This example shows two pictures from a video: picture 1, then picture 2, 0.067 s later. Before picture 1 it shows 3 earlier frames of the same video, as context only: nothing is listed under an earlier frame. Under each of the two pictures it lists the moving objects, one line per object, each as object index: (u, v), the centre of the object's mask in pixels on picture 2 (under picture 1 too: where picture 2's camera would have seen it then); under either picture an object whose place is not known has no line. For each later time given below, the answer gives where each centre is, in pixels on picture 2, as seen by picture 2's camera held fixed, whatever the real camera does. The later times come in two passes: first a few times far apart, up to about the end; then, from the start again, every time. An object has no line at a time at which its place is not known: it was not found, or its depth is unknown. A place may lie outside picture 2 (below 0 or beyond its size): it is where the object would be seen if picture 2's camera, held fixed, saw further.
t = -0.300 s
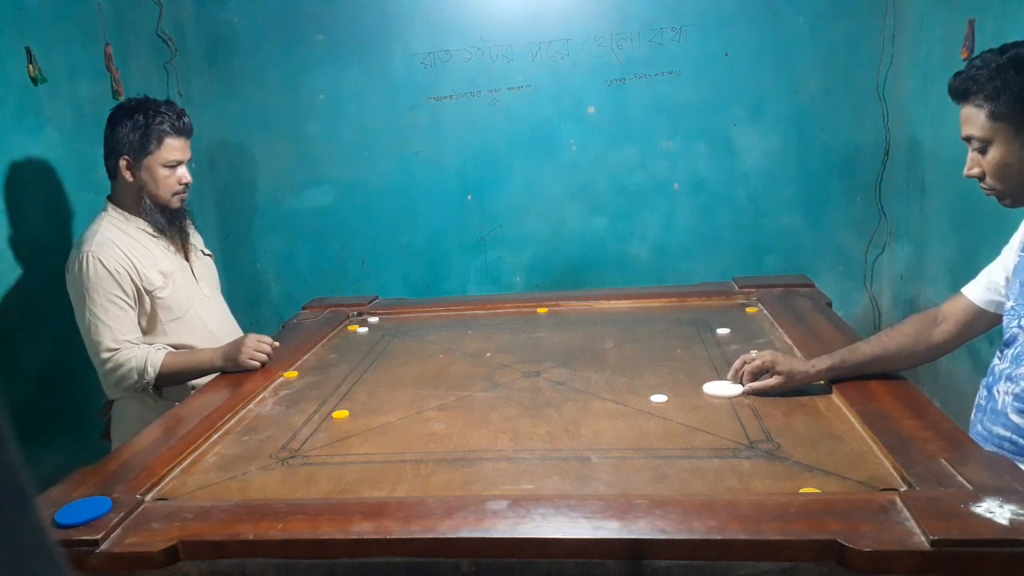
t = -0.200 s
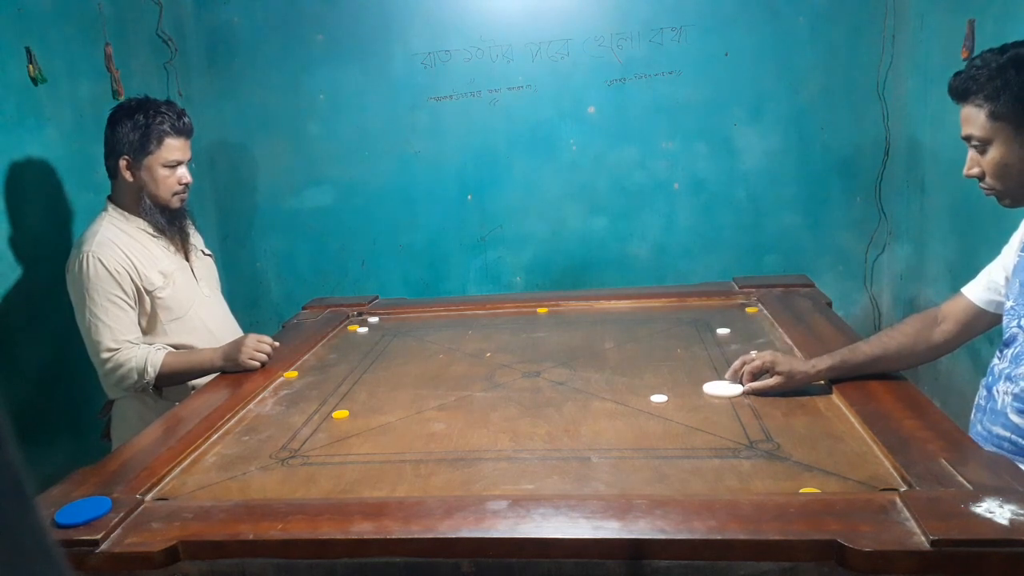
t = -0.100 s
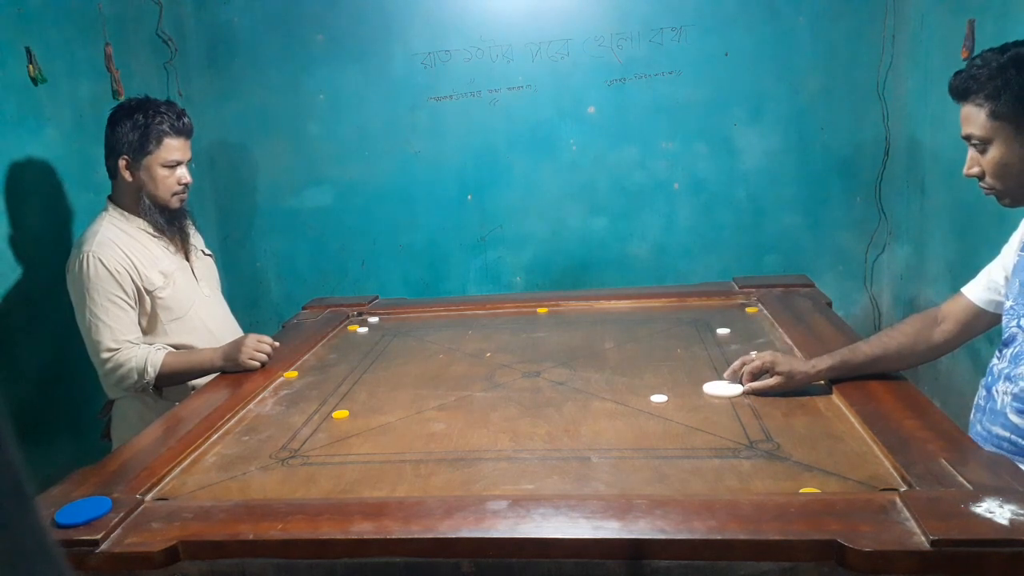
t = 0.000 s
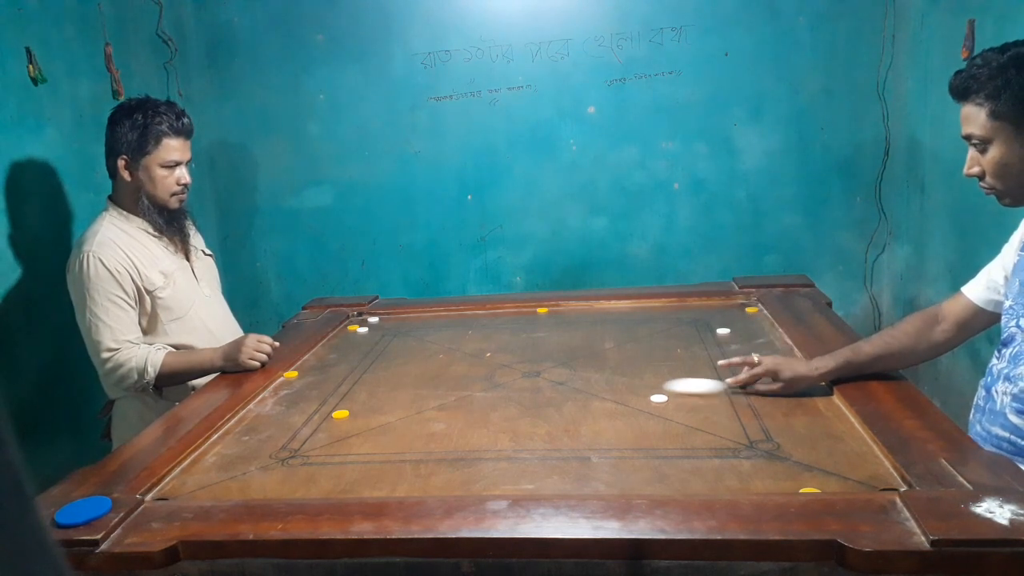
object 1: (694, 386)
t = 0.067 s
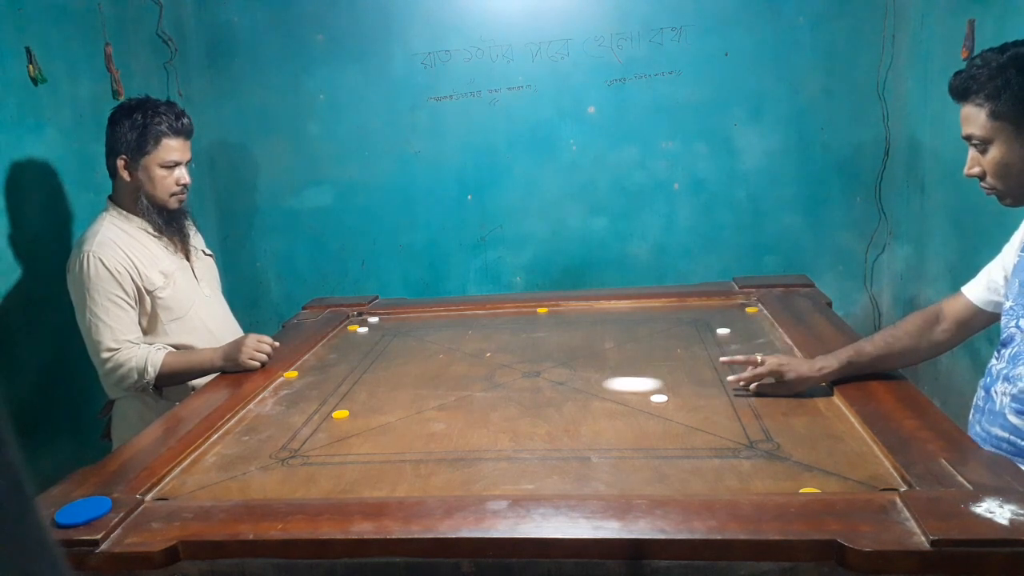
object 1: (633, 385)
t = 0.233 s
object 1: (497, 379)
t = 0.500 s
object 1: (316, 374)
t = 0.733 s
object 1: (352, 372)
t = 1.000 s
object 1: (390, 370)
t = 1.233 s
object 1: (416, 369)
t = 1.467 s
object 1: (437, 367)
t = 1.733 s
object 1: (454, 365)
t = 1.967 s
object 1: (465, 364)
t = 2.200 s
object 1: (473, 363)
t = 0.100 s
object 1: (604, 383)
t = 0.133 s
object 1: (576, 382)
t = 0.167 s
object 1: (549, 381)
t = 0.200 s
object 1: (522, 380)
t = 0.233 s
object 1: (497, 379)
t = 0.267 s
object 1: (473, 379)
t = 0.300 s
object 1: (448, 378)
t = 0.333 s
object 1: (424, 377)
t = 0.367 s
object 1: (401, 376)
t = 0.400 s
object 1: (378, 376)
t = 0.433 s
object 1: (356, 375)
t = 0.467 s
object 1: (334, 375)
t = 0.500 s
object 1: (316, 374)
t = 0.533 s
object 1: (317, 374)
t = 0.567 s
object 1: (323, 374)
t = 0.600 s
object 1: (329, 374)
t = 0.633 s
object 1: (335, 373)
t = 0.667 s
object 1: (341, 373)
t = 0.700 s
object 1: (346, 373)
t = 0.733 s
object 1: (352, 372)
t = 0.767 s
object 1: (357, 372)
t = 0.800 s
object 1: (362, 372)
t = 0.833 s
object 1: (367, 372)
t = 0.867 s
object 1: (372, 371)
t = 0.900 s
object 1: (377, 371)
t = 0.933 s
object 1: (382, 371)
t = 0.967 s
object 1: (386, 371)
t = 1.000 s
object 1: (390, 370)
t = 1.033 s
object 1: (394, 370)
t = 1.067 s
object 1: (398, 370)
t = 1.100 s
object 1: (402, 370)
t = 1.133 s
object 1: (406, 369)
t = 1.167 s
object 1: (409, 369)
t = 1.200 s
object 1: (413, 369)
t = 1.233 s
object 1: (416, 369)
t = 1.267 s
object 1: (419, 369)
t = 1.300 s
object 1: (423, 368)
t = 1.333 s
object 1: (426, 368)
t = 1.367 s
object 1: (428, 368)
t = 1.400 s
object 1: (431, 368)
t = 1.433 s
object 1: (434, 367)
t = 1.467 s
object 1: (437, 367)
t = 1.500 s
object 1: (439, 367)
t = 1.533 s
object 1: (442, 366)
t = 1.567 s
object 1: (444, 366)
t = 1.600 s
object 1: (446, 366)
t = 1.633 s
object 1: (448, 366)
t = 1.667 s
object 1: (450, 366)
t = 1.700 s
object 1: (452, 365)
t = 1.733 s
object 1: (454, 365)
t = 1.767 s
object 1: (456, 365)
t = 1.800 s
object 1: (457, 365)
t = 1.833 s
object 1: (459, 365)
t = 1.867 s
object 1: (460, 365)
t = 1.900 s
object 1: (462, 365)
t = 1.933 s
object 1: (464, 364)
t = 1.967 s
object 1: (465, 364)
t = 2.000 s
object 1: (466, 364)
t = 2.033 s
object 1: (468, 364)
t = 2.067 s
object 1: (469, 364)
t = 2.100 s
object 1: (470, 363)
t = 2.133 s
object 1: (471, 363)
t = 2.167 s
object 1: (472, 363)
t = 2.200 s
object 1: (473, 363)
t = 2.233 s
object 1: (474, 363)
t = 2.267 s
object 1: (474, 363)
